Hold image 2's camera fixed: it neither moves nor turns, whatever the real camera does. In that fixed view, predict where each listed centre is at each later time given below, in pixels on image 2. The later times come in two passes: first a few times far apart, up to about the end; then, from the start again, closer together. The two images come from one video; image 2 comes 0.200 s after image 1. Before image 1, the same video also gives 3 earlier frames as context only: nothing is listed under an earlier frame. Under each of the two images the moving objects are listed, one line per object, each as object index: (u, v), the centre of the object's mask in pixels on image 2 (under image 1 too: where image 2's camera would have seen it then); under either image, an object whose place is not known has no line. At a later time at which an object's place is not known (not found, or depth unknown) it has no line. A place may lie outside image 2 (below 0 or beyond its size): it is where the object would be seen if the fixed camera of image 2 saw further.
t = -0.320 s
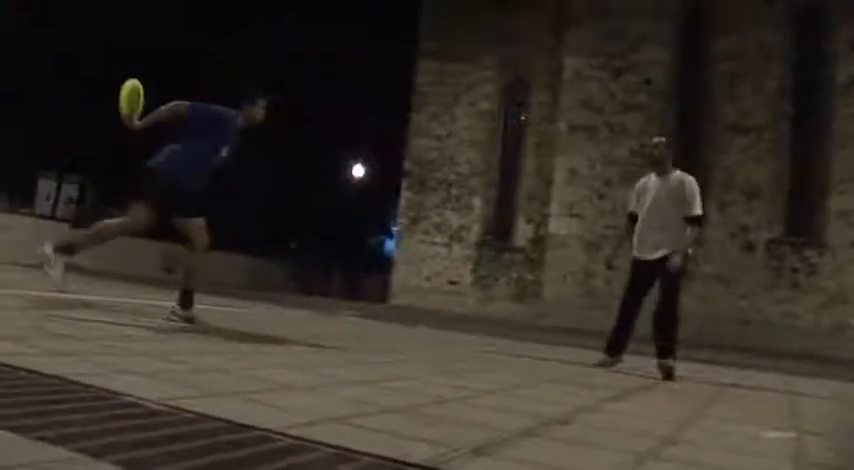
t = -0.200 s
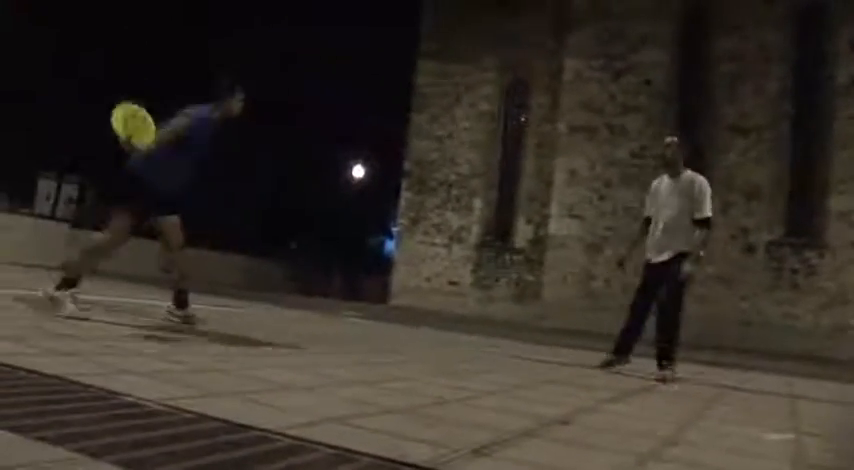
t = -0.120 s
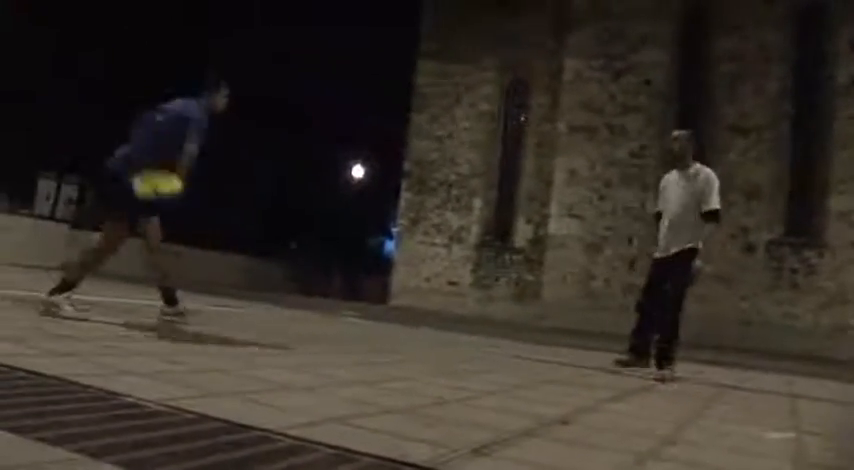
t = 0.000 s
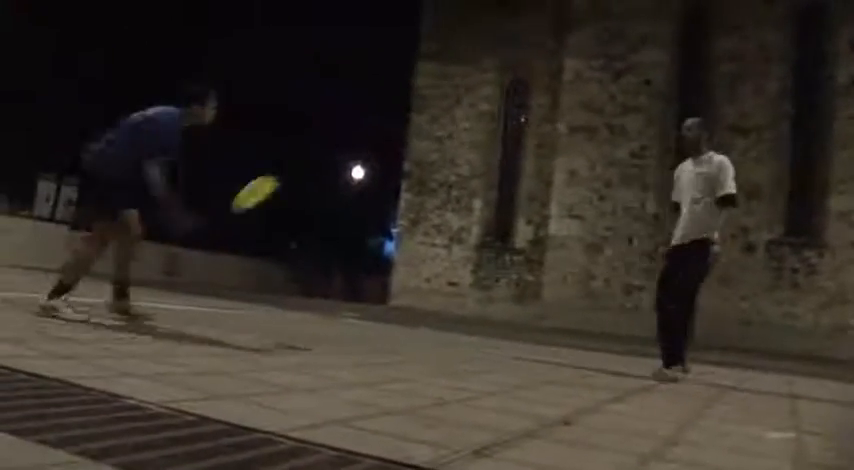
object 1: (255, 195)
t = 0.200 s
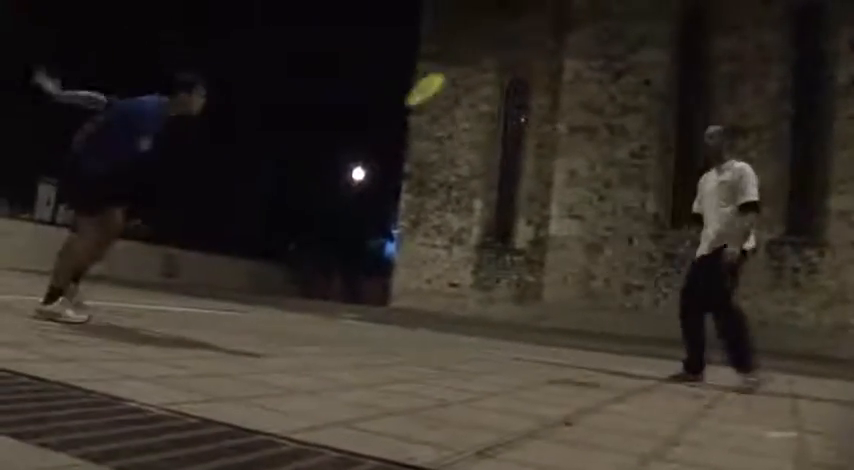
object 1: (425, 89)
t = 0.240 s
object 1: (455, 74)
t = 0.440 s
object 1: (579, 30)
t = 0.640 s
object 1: (667, 23)
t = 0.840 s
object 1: (728, 44)
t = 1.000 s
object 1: (762, 86)
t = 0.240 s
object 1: (455, 74)
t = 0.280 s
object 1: (483, 62)
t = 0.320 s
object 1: (509, 52)
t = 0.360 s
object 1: (533, 42)
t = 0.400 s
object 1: (556, 36)
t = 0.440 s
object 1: (579, 30)
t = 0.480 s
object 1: (599, 26)
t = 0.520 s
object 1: (618, 23)
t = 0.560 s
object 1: (636, 21)
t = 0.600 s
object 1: (653, 21)
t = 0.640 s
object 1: (667, 23)
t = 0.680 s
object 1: (682, 24)
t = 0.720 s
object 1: (695, 28)
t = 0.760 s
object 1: (707, 32)
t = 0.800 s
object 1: (718, 38)
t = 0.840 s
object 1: (728, 44)
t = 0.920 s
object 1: (747, 63)
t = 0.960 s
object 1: (755, 73)
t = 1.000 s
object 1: (762, 86)
